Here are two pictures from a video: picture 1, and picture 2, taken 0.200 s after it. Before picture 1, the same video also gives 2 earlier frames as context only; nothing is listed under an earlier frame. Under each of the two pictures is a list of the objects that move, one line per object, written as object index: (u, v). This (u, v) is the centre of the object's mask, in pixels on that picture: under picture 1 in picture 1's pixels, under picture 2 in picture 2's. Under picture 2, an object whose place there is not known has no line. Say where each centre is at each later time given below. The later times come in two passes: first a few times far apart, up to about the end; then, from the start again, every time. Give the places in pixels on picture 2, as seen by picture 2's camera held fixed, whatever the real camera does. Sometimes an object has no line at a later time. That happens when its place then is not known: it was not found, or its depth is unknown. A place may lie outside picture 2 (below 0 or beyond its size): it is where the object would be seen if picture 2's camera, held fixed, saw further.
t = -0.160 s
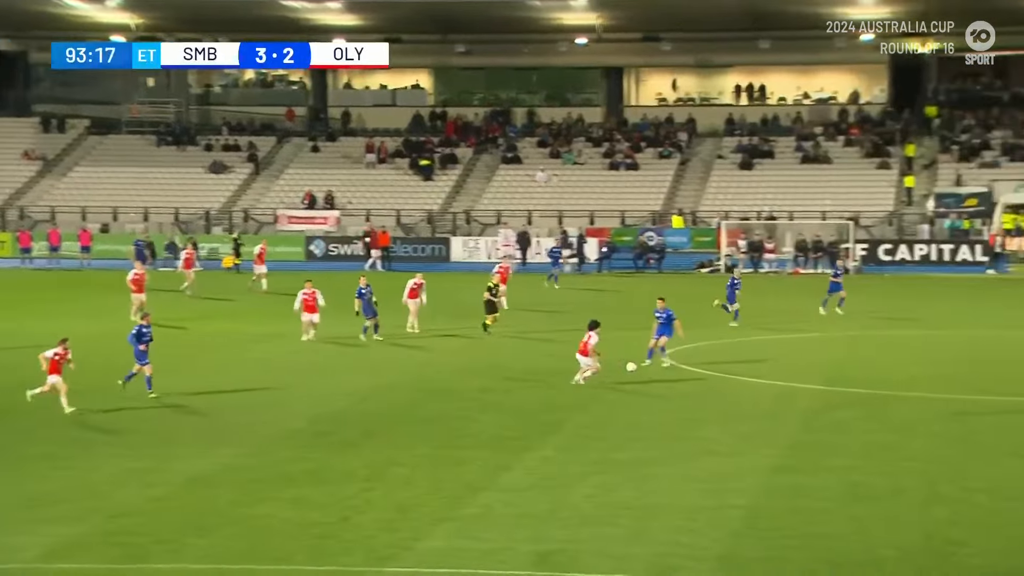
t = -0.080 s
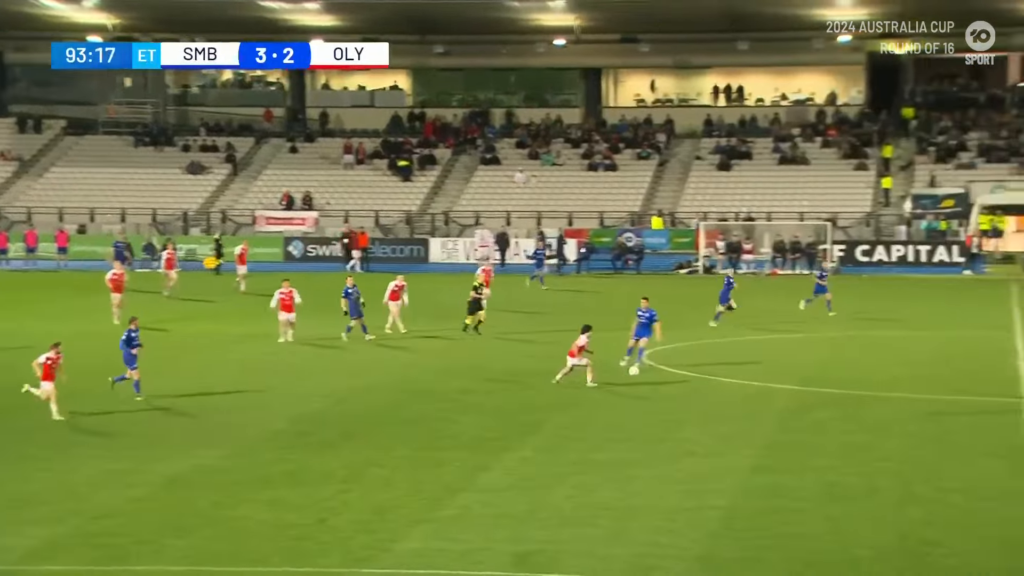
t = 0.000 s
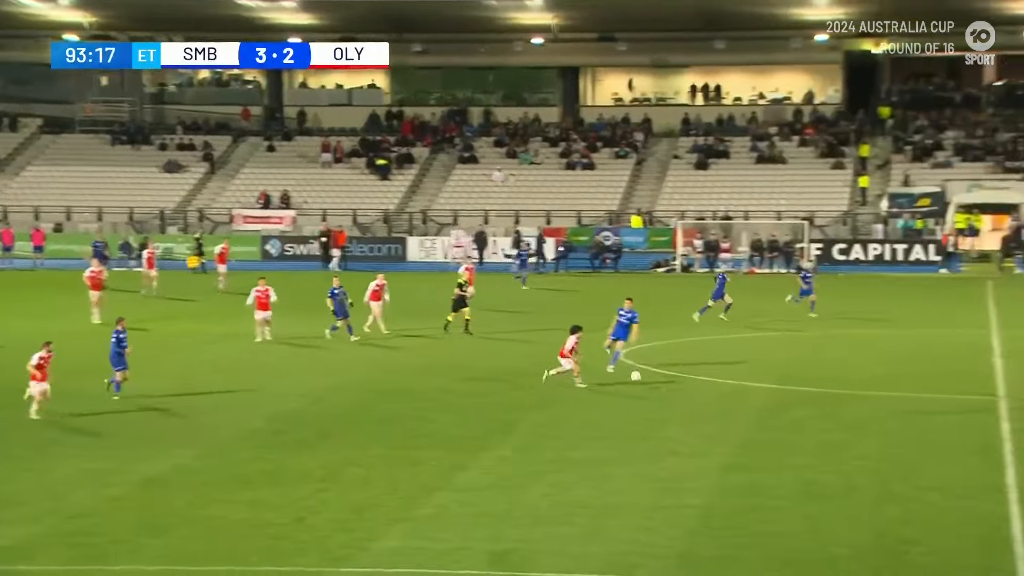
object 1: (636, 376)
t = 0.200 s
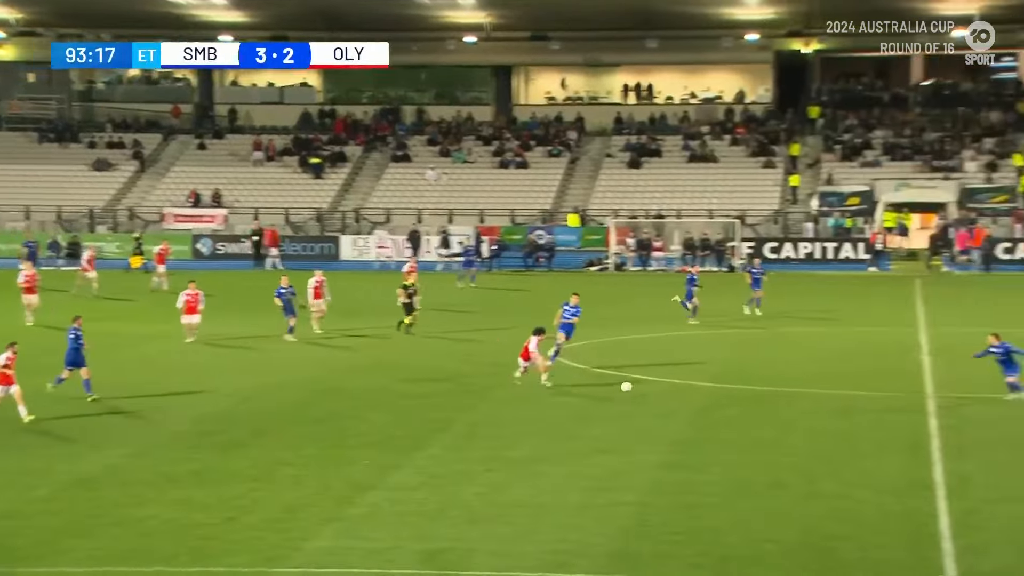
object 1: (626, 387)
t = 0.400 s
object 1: (682, 397)
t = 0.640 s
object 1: (742, 407)
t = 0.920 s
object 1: (808, 422)
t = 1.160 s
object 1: (859, 436)
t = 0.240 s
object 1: (637, 387)
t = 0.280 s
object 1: (648, 388)
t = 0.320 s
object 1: (659, 390)
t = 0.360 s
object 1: (671, 393)
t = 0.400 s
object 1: (682, 397)
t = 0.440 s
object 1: (692, 401)
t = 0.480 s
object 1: (703, 406)
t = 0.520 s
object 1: (713, 405)
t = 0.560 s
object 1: (723, 405)
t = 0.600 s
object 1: (732, 405)
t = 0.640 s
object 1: (742, 407)
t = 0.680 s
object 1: (752, 410)
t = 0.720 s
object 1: (762, 413)
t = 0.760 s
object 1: (772, 417)
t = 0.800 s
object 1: (781, 419)
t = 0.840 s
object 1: (790, 419)
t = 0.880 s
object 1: (799, 420)
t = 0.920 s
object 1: (808, 422)
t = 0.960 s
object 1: (817, 425)
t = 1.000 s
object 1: (826, 428)
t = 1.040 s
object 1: (835, 430)
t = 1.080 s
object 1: (843, 431)
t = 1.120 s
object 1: (851, 433)
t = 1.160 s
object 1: (859, 436)
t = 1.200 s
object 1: (867, 438)
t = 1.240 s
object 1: (875, 440)
